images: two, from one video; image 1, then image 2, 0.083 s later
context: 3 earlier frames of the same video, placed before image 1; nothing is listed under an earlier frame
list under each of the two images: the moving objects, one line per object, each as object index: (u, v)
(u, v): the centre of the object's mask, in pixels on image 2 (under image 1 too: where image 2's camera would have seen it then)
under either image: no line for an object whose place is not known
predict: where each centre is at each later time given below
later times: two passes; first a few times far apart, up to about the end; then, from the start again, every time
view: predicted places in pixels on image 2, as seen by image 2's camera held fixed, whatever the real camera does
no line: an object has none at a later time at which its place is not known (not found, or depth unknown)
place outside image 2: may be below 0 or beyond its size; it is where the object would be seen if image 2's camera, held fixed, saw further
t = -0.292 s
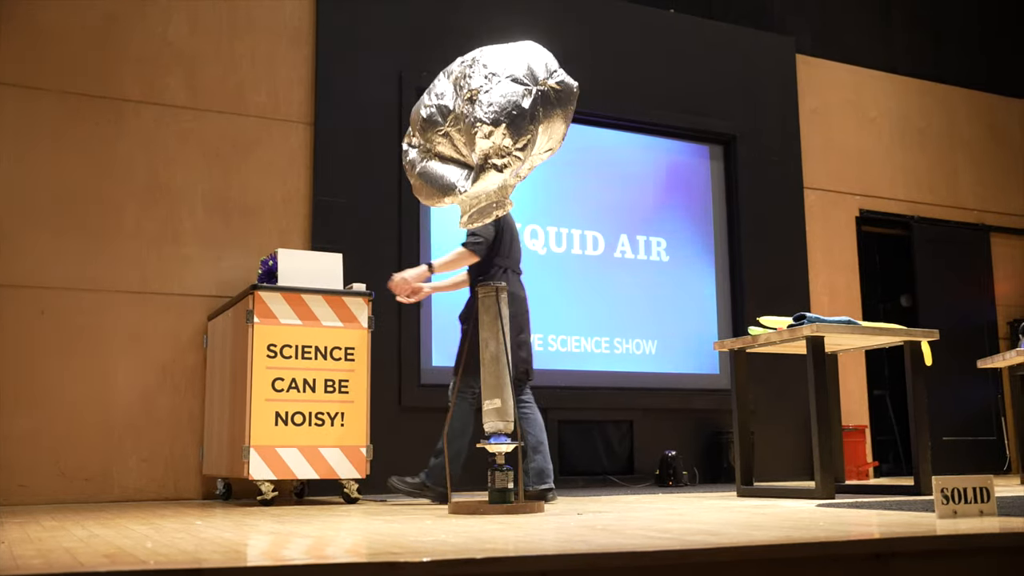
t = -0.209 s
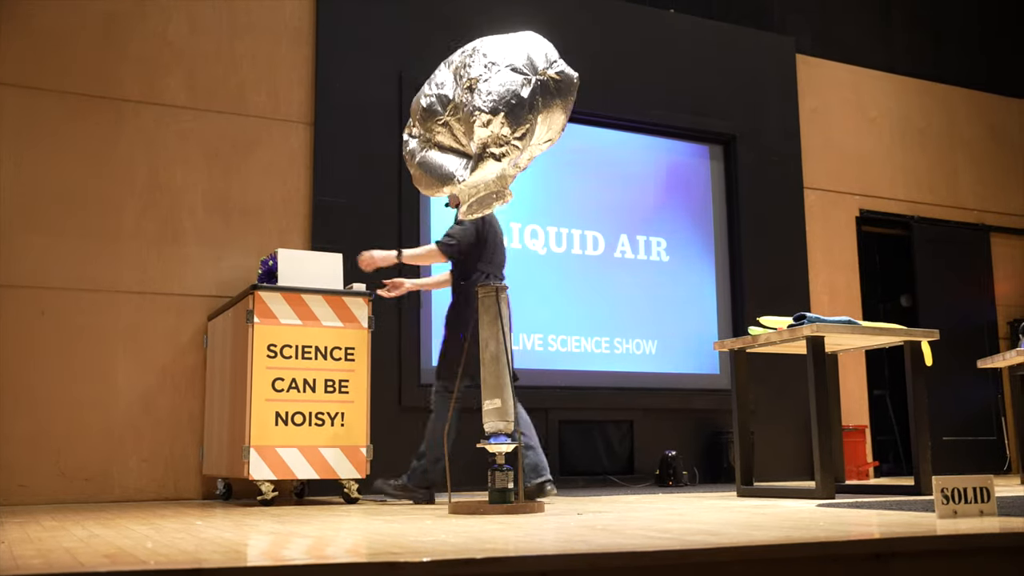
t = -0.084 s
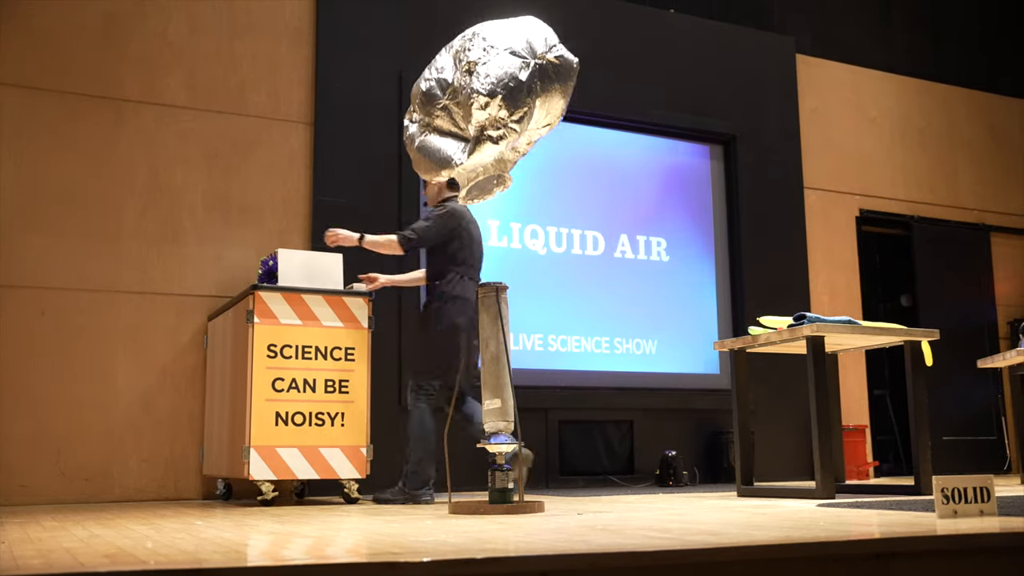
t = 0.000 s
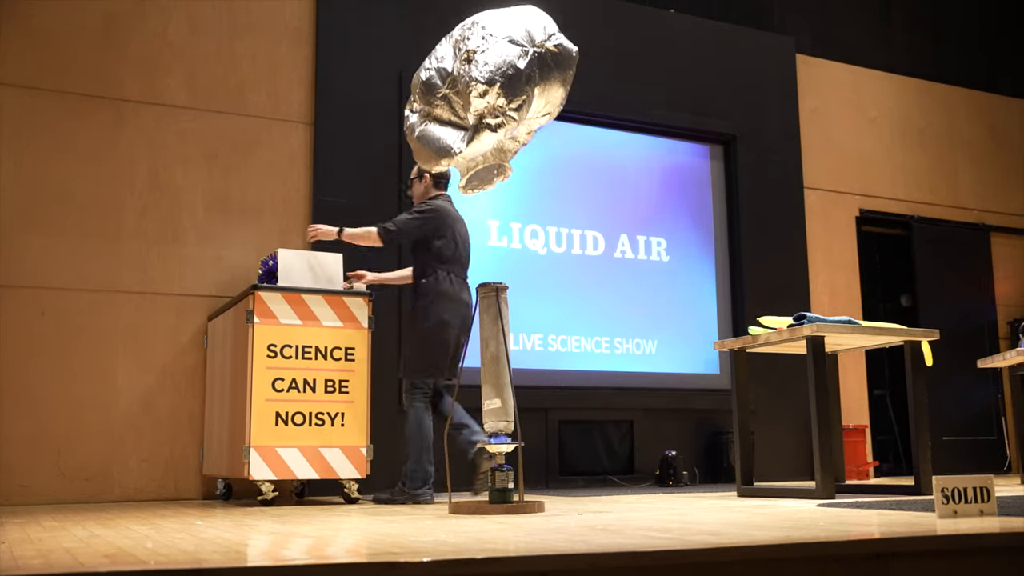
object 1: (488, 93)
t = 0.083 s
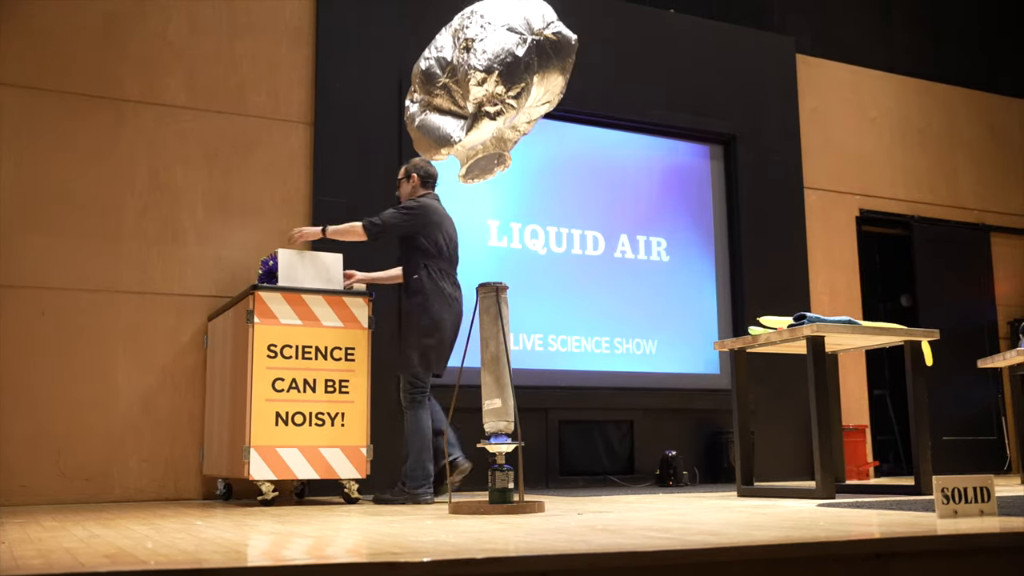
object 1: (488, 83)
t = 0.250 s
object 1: (486, 69)
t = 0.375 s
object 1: (483, 60)
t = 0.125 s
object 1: (487, 80)
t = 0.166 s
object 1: (487, 76)
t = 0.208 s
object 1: (486, 72)
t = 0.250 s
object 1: (486, 69)
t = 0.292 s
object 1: (485, 66)
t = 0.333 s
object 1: (484, 63)
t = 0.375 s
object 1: (483, 60)
